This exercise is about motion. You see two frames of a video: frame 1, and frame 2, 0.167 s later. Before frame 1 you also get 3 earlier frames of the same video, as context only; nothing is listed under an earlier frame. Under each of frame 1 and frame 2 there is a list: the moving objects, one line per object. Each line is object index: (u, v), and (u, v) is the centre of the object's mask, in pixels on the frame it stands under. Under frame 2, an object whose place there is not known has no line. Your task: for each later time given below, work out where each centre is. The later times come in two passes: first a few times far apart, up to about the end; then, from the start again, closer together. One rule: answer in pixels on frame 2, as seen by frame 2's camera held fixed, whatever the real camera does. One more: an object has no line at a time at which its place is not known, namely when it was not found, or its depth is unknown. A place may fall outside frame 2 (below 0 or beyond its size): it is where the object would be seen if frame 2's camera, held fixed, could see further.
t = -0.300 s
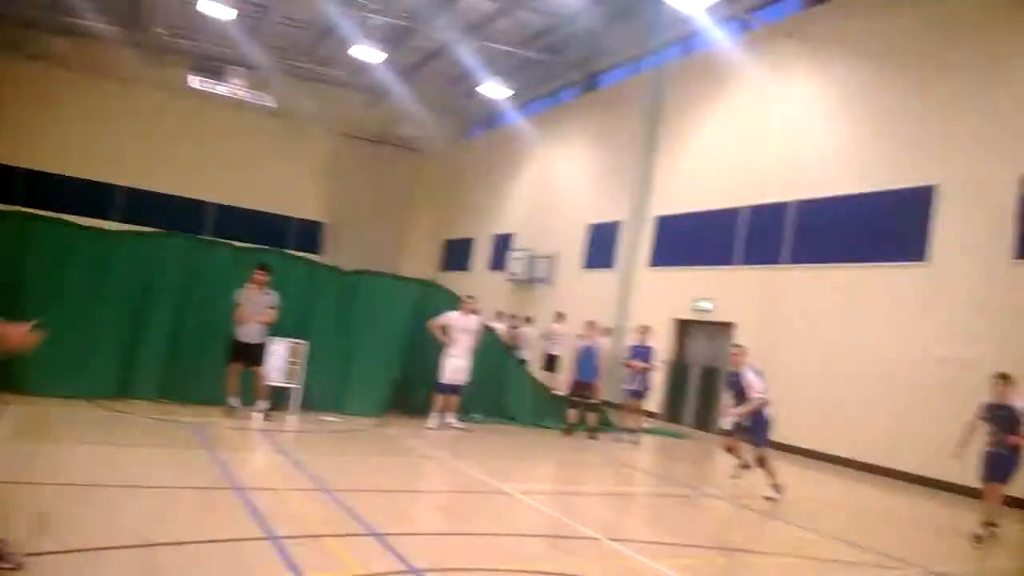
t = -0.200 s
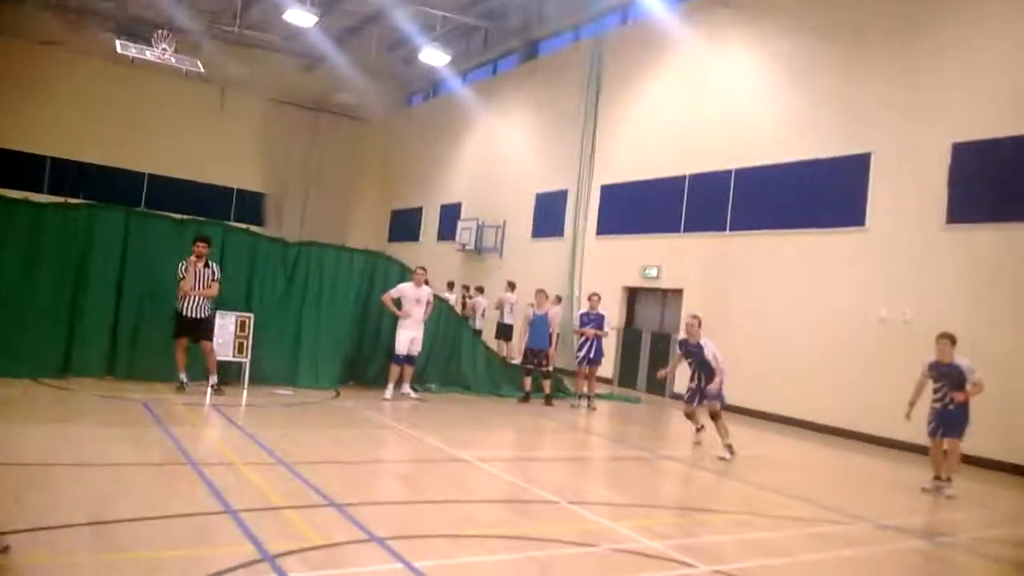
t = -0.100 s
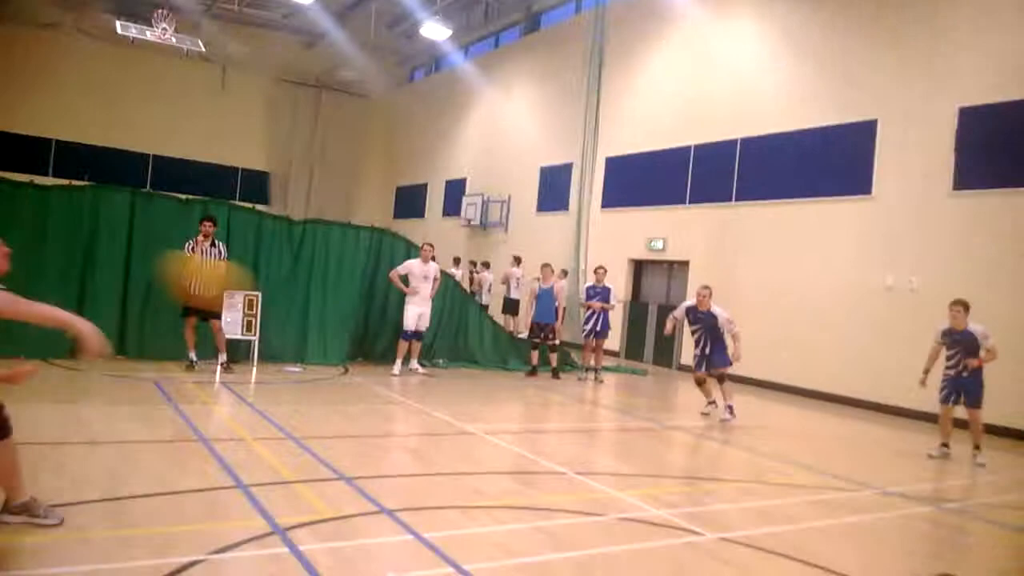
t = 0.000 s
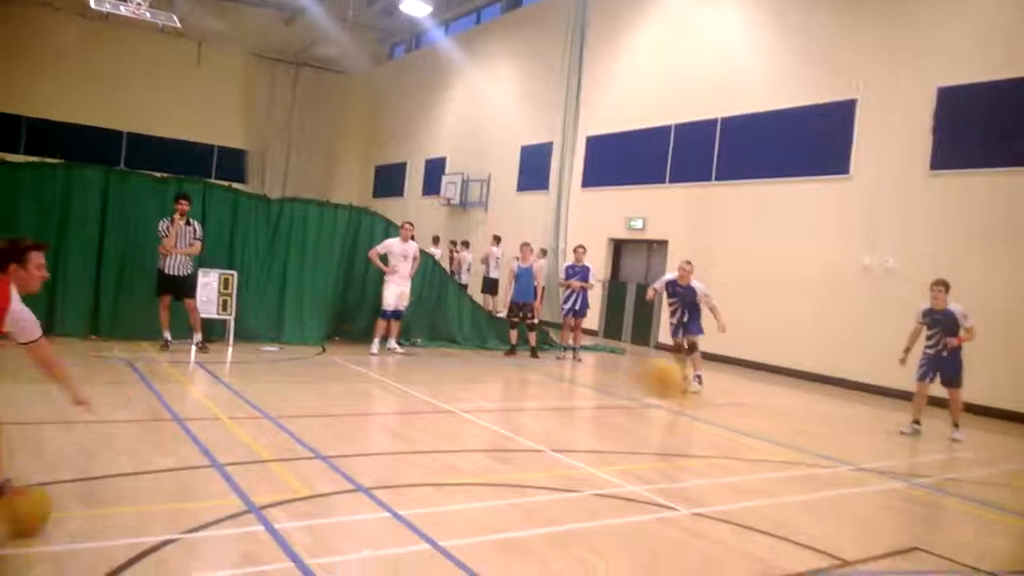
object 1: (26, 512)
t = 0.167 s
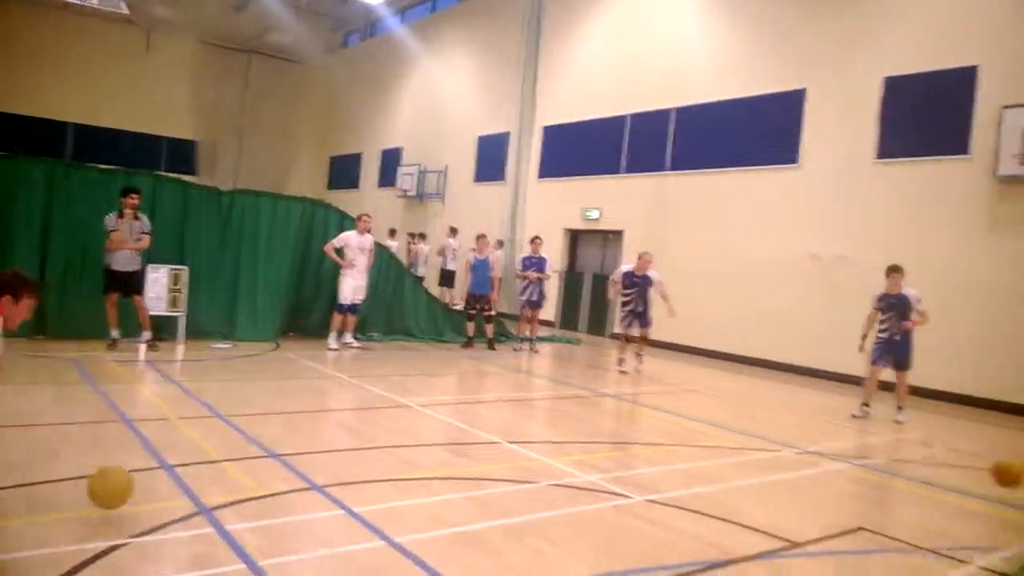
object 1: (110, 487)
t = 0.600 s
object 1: (362, 461)
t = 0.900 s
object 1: (474, 442)
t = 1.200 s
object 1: (558, 428)
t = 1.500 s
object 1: (620, 417)
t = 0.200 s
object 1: (134, 490)
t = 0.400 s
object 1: (272, 468)
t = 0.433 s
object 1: (284, 470)
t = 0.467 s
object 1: (301, 468)
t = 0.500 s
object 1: (317, 464)
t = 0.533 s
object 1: (333, 461)
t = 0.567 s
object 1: (348, 460)
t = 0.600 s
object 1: (362, 461)
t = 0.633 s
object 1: (376, 457)
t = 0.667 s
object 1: (390, 453)
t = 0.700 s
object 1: (403, 451)
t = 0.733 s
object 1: (416, 451)
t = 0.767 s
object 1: (429, 449)
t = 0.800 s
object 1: (441, 445)
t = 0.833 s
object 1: (453, 441)
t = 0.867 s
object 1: (463, 440)
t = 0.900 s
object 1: (474, 442)
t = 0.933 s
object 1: (485, 440)
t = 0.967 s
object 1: (495, 437)
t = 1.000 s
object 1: (505, 436)
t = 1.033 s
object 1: (515, 436)
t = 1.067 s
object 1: (524, 435)
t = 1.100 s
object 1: (533, 432)
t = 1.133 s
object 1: (542, 432)
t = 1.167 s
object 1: (550, 432)
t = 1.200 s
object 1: (558, 428)
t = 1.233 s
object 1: (566, 428)
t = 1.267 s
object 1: (572, 428)
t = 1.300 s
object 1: (581, 425)
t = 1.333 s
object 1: (587, 425)
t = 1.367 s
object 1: (595, 423)
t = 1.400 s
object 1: (601, 422)
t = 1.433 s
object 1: (608, 421)
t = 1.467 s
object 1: (615, 418)
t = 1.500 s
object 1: (620, 417)
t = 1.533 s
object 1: (626, 417)
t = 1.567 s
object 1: (632, 417)
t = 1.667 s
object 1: (648, 413)
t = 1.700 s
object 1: (653, 413)
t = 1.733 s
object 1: (658, 412)
